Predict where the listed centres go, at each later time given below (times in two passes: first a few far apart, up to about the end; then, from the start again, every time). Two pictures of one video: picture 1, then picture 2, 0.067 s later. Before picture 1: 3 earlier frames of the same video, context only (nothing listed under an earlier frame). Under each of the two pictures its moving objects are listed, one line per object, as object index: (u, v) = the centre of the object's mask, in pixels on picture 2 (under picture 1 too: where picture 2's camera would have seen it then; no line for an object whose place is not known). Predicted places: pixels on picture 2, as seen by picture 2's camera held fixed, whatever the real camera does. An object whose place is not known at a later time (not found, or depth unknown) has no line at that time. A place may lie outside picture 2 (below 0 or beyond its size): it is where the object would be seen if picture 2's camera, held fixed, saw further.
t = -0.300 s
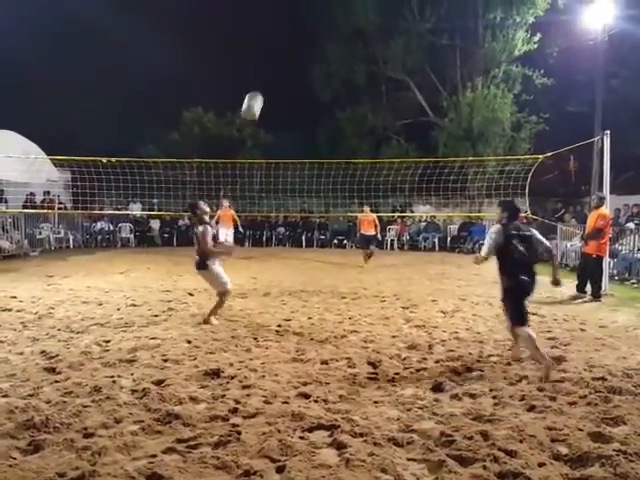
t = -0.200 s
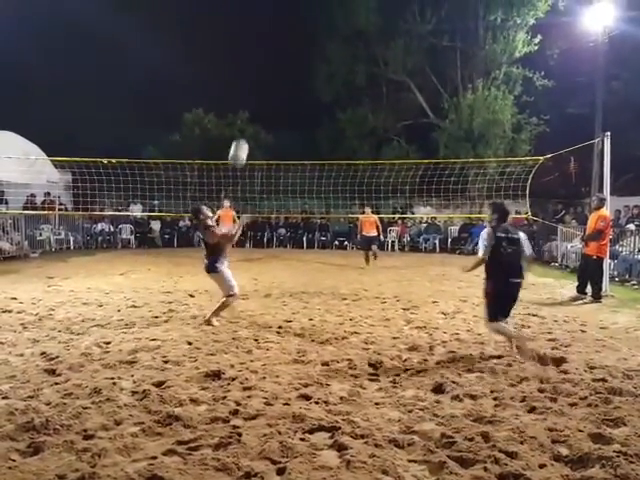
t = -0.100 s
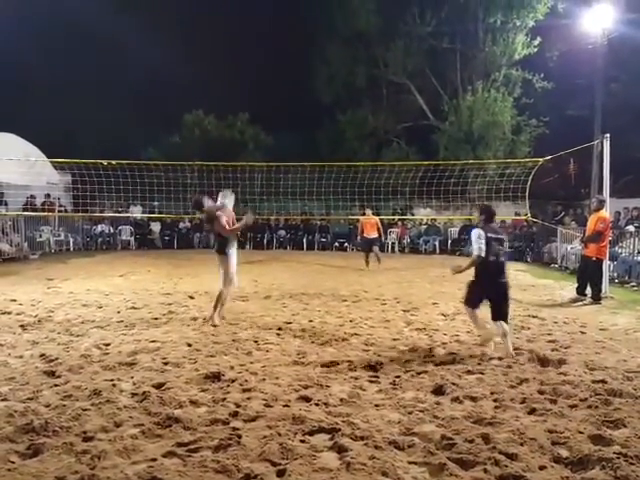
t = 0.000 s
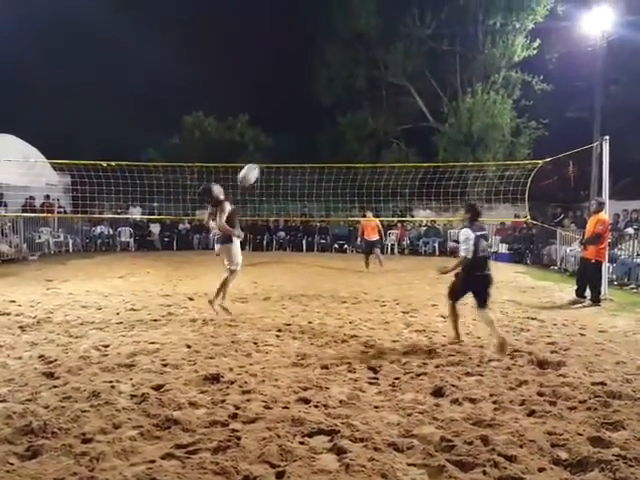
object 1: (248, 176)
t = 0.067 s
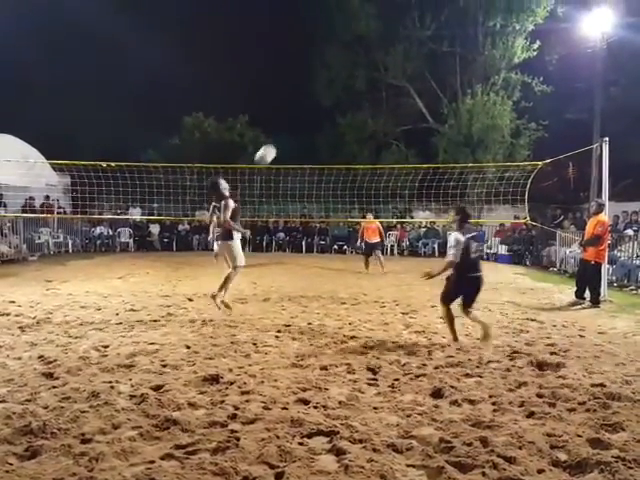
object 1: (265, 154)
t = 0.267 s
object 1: (311, 116)
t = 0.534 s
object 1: (363, 109)
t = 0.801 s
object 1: (406, 143)
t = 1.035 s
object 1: (436, 198)
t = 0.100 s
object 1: (273, 146)
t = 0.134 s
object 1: (281, 139)
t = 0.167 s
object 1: (288, 132)
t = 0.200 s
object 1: (296, 125)
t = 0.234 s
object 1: (304, 120)
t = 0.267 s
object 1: (311, 116)
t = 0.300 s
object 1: (318, 112)
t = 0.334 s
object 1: (325, 109)
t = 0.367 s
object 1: (332, 108)
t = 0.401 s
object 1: (338, 106)
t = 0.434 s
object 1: (345, 106)
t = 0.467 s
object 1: (351, 106)
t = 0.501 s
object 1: (358, 107)
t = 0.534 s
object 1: (363, 109)
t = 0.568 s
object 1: (369, 111)
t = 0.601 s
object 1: (375, 114)
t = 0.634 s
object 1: (380, 117)
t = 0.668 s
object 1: (385, 121)
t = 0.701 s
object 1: (391, 126)
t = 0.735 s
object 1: (396, 131)
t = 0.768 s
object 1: (401, 137)
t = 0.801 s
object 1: (406, 143)
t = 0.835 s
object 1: (410, 149)
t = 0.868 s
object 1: (415, 157)
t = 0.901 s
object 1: (419, 164)
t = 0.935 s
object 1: (424, 172)
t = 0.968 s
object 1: (428, 181)
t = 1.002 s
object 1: (432, 189)
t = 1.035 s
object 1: (436, 198)
